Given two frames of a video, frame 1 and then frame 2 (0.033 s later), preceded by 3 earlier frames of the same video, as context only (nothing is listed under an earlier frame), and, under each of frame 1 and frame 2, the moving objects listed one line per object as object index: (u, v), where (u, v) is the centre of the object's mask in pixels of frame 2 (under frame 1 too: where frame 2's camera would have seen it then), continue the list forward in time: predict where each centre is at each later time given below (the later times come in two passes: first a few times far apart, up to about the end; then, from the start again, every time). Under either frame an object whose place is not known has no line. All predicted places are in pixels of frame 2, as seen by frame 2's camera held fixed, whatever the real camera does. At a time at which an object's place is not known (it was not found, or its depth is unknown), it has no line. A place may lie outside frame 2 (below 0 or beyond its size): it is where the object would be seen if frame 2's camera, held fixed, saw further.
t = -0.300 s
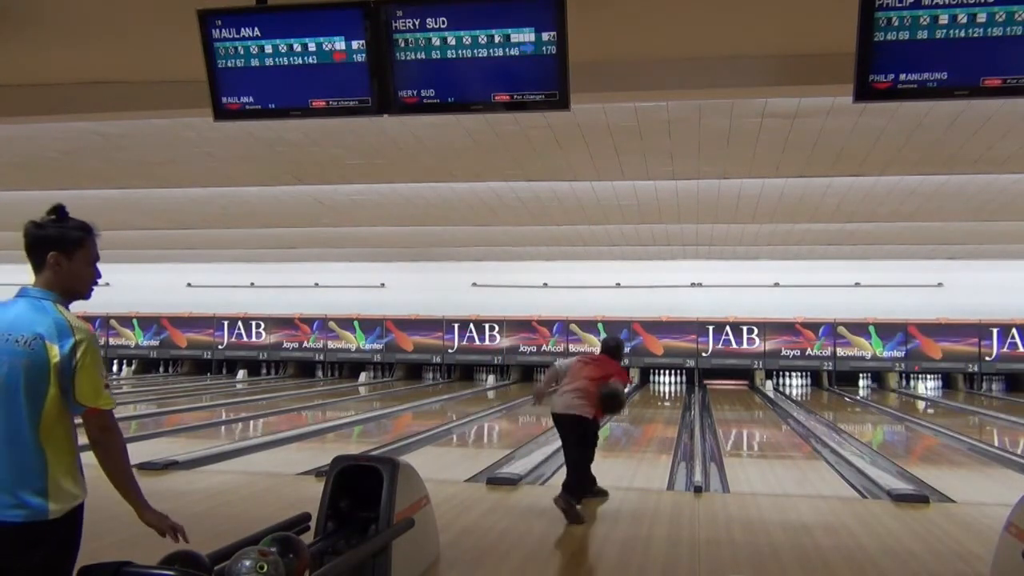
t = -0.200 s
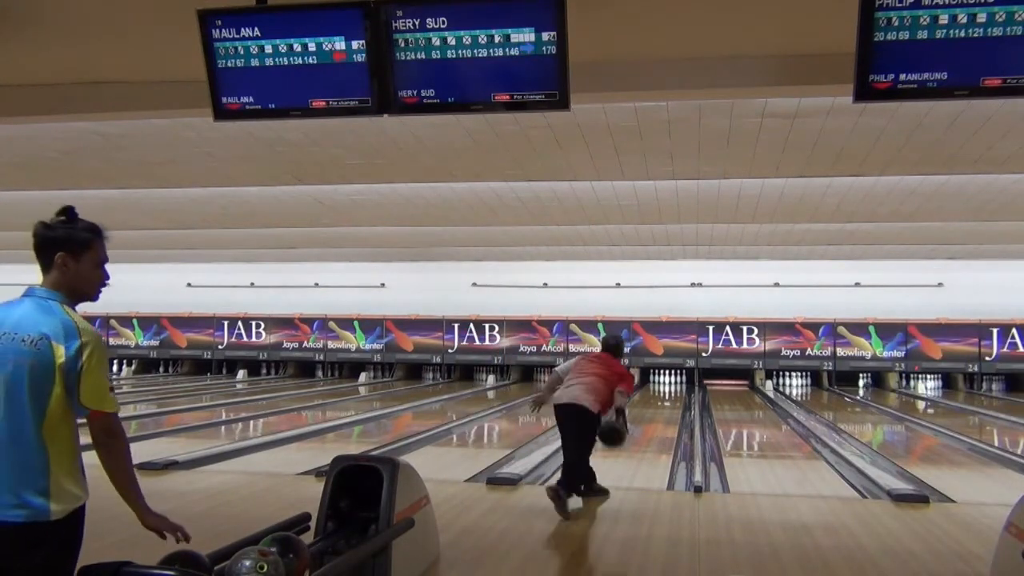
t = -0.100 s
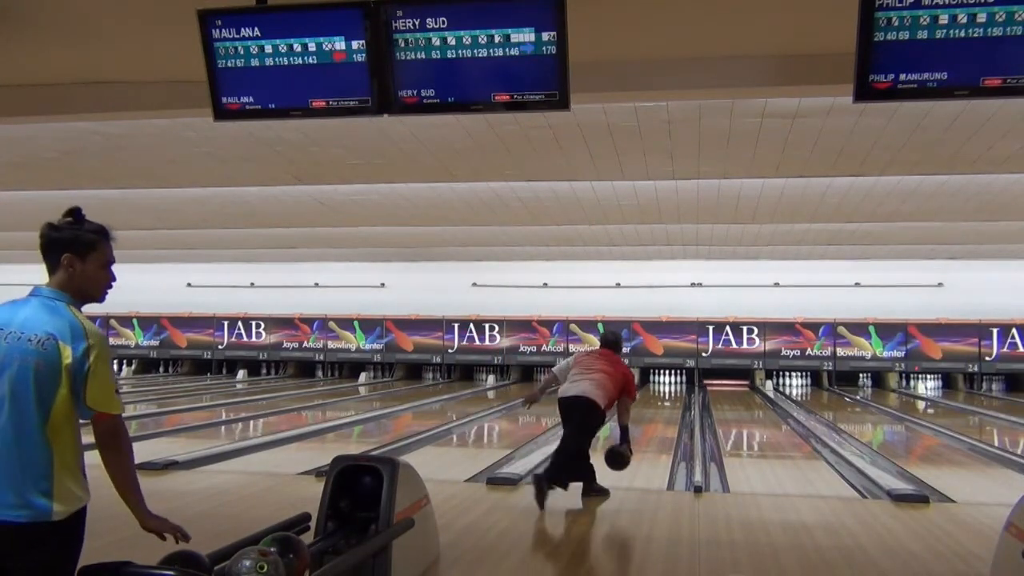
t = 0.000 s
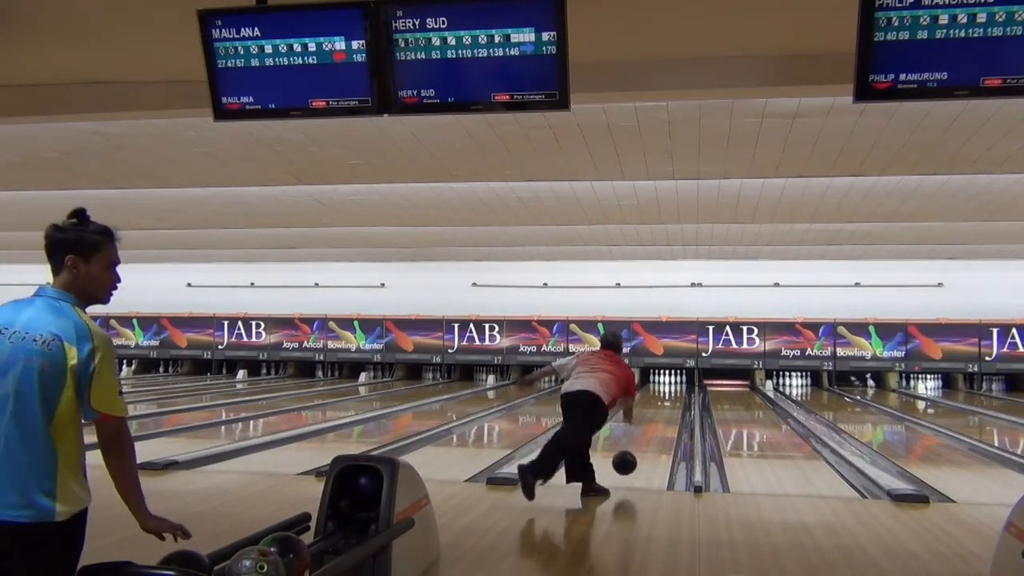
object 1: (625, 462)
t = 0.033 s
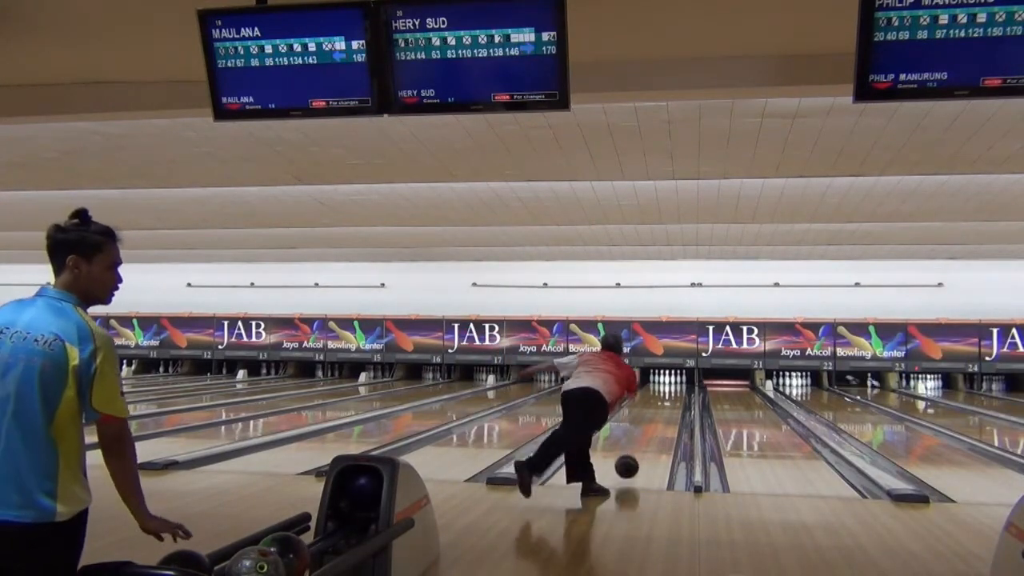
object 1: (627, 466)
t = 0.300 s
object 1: (639, 448)
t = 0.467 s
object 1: (645, 437)
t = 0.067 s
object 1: (629, 467)
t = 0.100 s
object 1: (630, 465)
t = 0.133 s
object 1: (631, 463)
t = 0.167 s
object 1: (635, 461)
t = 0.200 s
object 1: (636, 458)
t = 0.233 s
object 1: (637, 453)
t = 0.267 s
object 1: (638, 450)
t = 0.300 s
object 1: (639, 448)
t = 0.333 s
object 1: (640, 447)
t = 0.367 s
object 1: (641, 445)
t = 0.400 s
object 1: (643, 442)
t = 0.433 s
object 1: (644, 440)
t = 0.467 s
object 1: (645, 437)
